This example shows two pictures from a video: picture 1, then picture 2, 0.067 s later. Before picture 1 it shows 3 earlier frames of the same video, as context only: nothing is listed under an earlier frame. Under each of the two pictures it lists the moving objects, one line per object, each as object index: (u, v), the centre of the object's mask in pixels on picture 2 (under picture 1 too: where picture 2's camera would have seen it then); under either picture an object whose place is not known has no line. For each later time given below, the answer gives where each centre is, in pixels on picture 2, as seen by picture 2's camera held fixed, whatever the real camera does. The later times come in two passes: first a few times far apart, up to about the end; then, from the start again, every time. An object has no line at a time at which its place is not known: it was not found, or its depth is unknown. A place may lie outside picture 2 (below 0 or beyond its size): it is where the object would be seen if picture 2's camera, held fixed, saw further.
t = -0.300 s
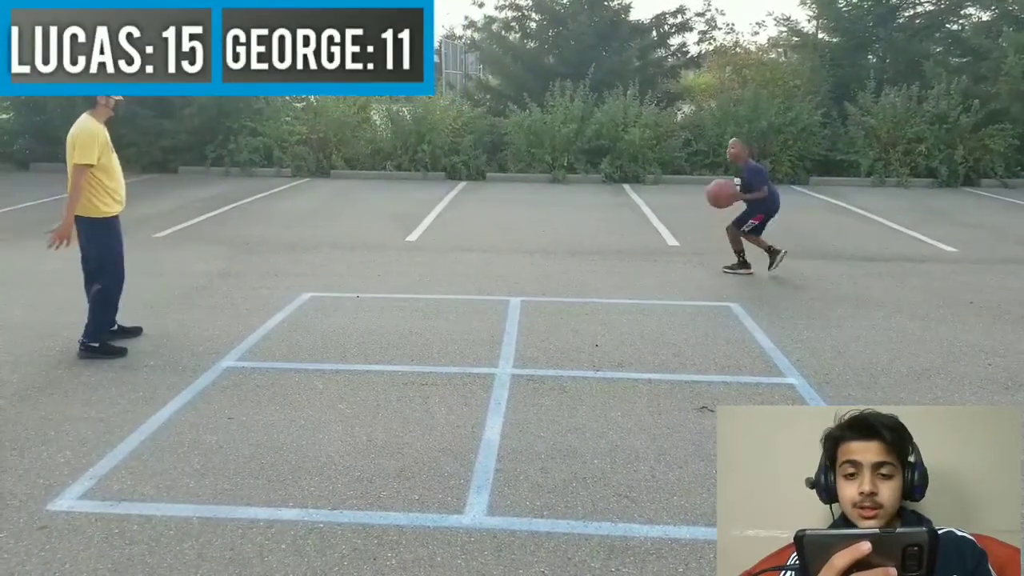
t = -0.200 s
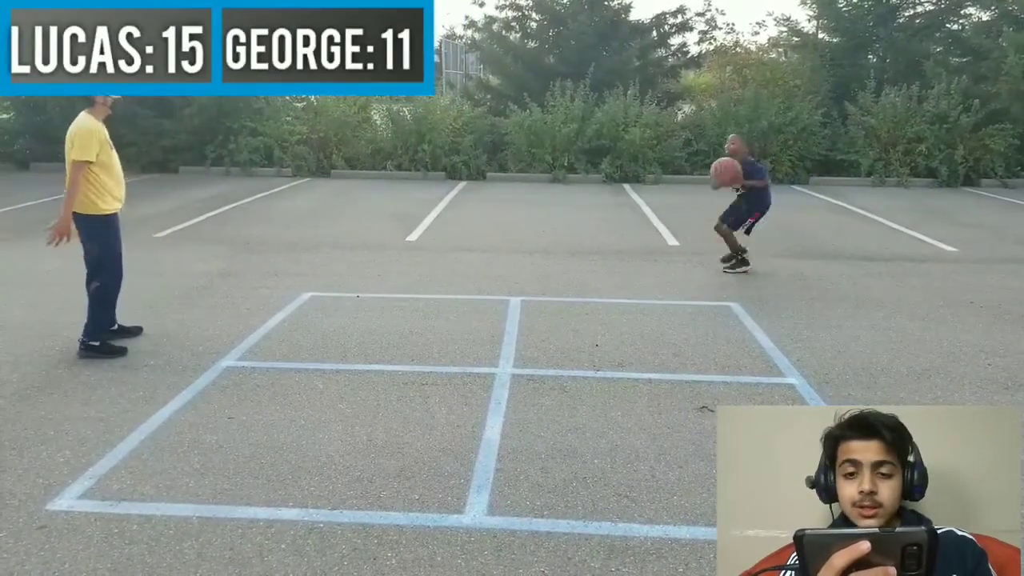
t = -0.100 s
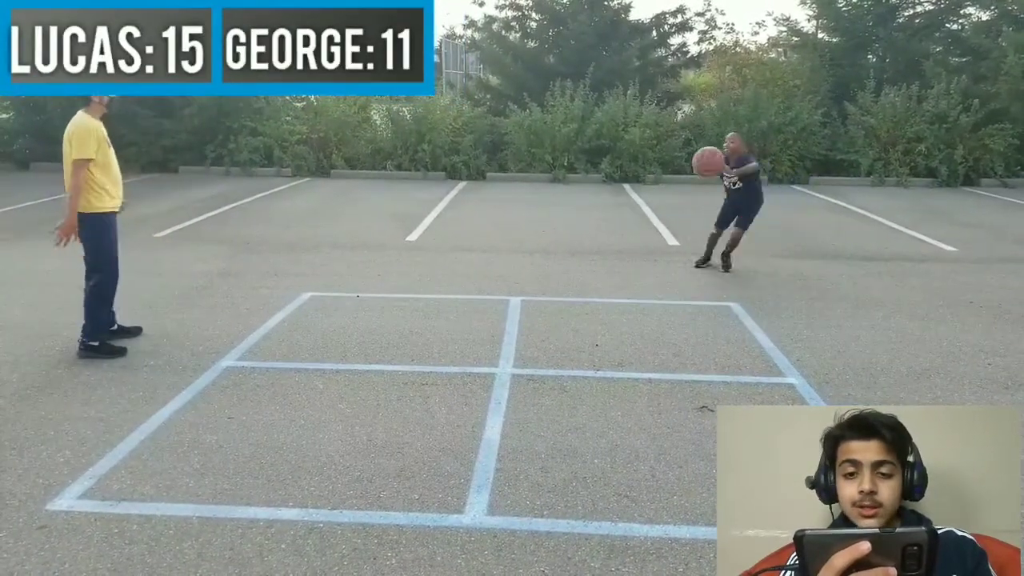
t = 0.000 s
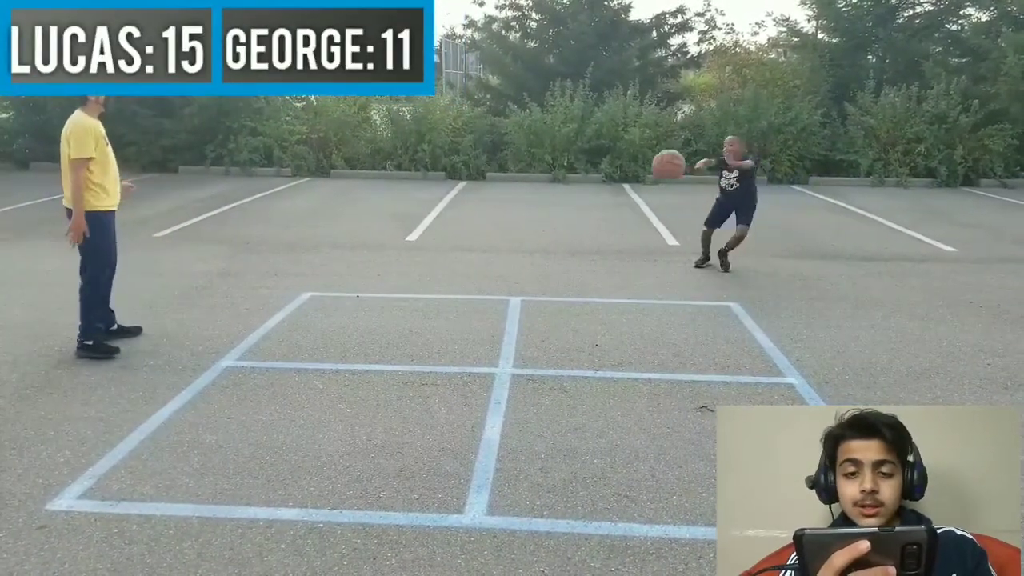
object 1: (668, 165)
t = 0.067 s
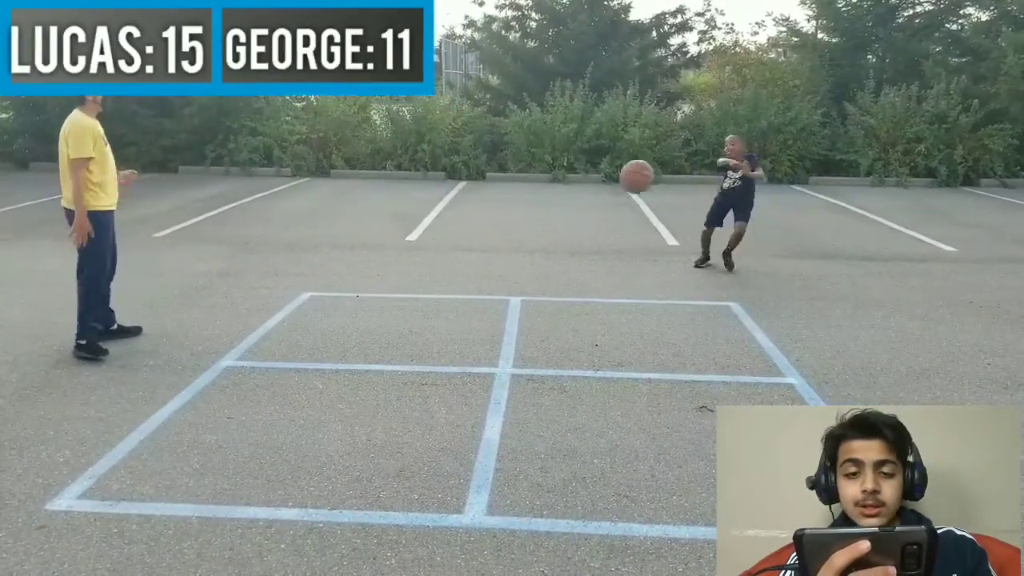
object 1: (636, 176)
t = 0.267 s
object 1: (526, 258)
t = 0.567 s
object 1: (389, 261)
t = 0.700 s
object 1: (334, 248)
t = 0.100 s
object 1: (620, 185)
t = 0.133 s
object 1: (603, 195)
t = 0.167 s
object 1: (585, 208)
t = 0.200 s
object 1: (566, 223)
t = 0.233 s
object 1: (547, 239)
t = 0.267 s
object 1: (526, 258)
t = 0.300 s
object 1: (504, 279)
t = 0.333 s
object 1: (482, 303)
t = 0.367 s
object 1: (460, 328)
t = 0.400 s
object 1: (450, 314)
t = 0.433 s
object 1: (439, 300)
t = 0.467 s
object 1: (427, 289)
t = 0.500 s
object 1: (415, 278)
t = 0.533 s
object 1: (402, 269)
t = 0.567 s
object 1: (389, 261)
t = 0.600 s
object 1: (376, 255)
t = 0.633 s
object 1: (362, 251)
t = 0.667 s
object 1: (348, 249)
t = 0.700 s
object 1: (334, 248)
